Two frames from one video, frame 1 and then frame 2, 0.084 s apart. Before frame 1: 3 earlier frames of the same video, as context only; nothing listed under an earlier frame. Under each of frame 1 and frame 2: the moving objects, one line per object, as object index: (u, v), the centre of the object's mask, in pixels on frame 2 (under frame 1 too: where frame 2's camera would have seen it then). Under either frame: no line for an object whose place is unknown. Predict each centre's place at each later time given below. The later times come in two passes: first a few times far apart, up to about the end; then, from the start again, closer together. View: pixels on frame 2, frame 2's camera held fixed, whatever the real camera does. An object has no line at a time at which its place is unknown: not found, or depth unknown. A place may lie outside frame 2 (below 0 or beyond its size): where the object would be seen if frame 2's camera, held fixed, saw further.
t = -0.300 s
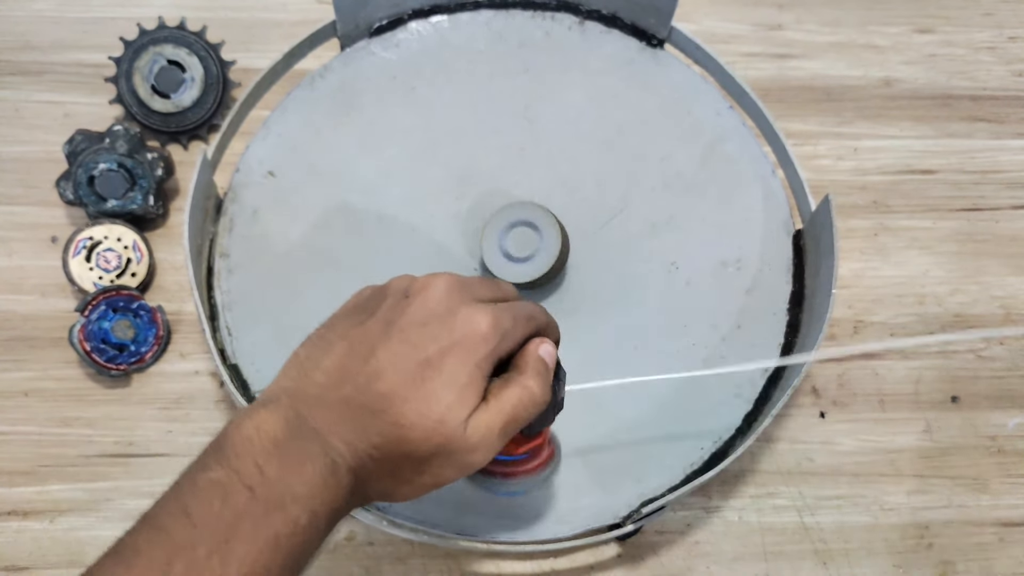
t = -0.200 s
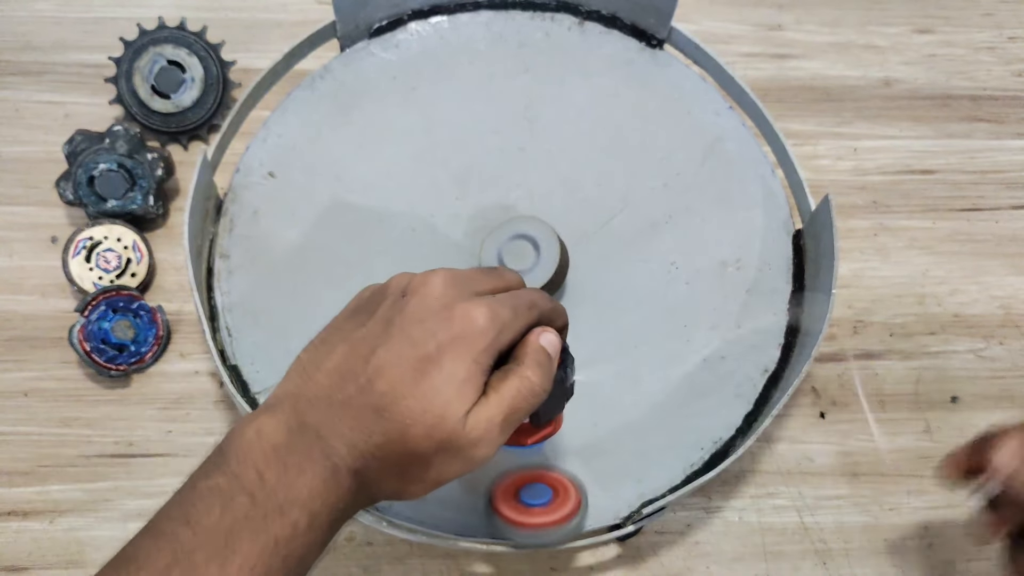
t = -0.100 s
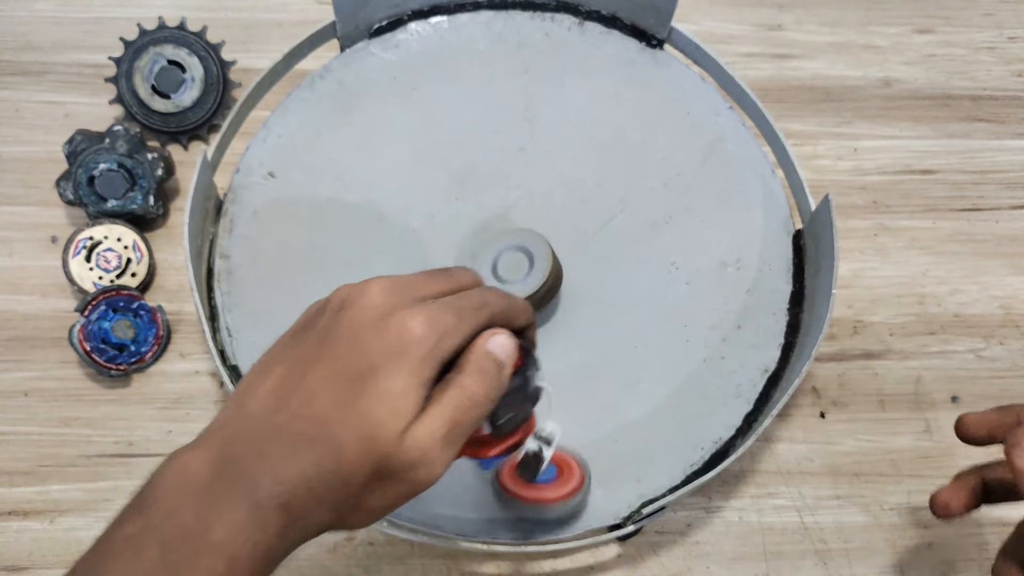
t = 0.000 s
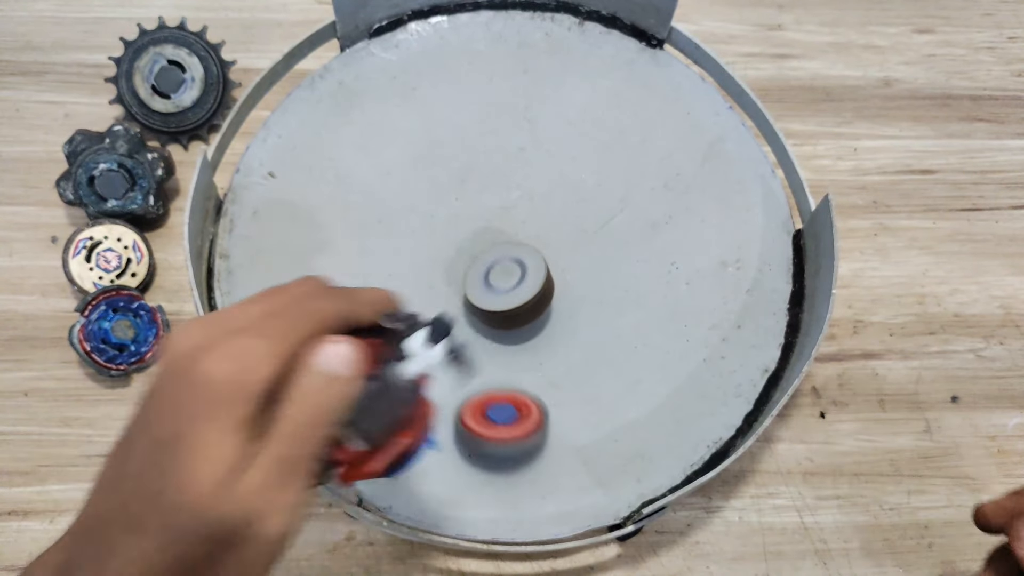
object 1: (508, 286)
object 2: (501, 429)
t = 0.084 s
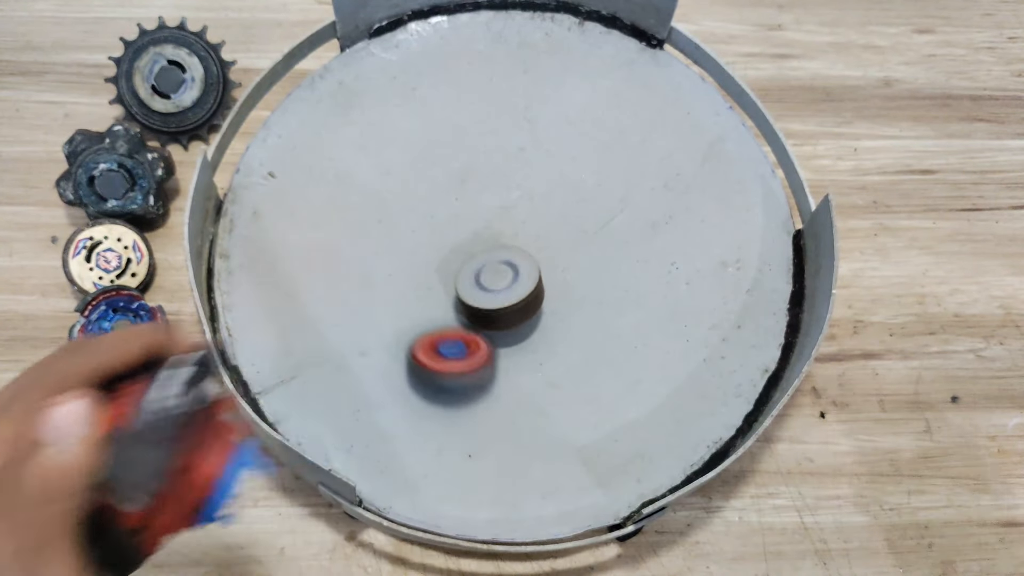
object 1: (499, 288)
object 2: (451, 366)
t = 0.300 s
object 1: (497, 251)
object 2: (271, 249)
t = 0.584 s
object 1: (560, 273)
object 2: (319, 138)
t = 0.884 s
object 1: (734, 351)
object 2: (509, 218)
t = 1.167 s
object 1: (566, 359)
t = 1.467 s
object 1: (430, 197)
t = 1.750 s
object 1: (322, 187)
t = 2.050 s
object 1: (432, 250)
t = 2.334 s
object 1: (445, 278)
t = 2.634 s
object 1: (446, 255)
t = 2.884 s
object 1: (448, 259)
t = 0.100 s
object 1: (497, 286)
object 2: (440, 353)
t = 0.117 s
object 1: (498, 284)
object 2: (425, 343)
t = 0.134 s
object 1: (501, 278)
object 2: (409, 334)
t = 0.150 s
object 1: (501, 274)
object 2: (391, 326)
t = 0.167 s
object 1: (502, 272)
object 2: (374, 318)
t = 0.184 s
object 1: (502, 268)
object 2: (359, 310)
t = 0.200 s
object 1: (503, 265)
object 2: (343, 301)
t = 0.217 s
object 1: (503, 260)
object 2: (329, 292)
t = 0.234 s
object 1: (502, 259)
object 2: (315, 284)
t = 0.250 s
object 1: (502, 255)
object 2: (303, 274)
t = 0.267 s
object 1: (500, 254)
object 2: (292, 265)
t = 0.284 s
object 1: (500, 252)
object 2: (281, 256)
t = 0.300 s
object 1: (497, 251)
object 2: (271, 249)
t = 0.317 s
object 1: (497, 250)
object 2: (262, 243)
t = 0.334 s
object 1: (494, 248)
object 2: (256, 238)
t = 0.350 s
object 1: (493, 248)
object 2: (262, 233)
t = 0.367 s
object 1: (491, 244)
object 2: (271, 230)
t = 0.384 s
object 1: (489, 244)
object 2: (281, 227)
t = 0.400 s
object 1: (489, 241)
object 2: (291, 225)
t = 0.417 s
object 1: (486, 240)
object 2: (302, 224)
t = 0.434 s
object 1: (487, 239)
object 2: (315, 223)
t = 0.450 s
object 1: (485, 237)
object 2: (328, 219)
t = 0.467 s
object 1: (485, 237)
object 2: (342, 218)
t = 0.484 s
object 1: (484, 234)
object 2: (356, 218)
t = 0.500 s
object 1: (484, 233)
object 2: (371, 218)
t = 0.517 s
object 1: (484, 231)
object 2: (386, 220)
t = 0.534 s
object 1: (484, 231)
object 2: (400, 222)
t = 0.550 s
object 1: (507, 242)
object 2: (375, 194)
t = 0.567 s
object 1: (534, 260)
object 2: (348, 166)
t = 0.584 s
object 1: (560, 273)
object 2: (319, 138)
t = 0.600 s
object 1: (587, 288)
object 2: (299, 117)
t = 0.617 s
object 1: (610, 298)
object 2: (315, 120)
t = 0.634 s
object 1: (635, 311)
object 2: (337, 127)
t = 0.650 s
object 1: (658, 320)
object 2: (359, 136)
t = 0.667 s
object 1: (678, 331)
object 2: (381, 147)
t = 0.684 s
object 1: (696, 340)
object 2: (405, 159)
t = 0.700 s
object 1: (714, 351)
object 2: (429, 172)
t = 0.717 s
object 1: (728, 357)
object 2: (452, 186)
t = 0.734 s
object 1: (735, 354)
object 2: (475, 201)
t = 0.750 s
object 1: (731, 350)
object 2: (498, 217)
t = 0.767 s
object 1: (729, 344)
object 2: (518, 233)
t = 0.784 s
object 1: (723, 343)
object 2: (538, 247)
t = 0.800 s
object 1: (717, 336)
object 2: (557, 261)
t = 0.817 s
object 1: (710, 332)
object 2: (575, 274)
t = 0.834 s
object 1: (704, 326)
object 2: (593, 288)
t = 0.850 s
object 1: (698, 325)
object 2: (609, 303)
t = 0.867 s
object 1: (729, 355)
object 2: (565, 264)
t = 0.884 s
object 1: (734, 351)
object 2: (509, 218)
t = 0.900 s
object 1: (733, 367)
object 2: (463, 166)
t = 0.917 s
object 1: (721, 367)
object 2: (418, 116)
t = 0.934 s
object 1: (718, 376)
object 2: (368, 67)
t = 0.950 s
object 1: (703, 385)
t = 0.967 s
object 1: (697, 383)
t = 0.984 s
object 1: (690, 380)
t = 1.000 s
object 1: (680, 379)
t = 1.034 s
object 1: (656, 384)
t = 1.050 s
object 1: (646, 384)
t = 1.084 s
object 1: (624, 380)
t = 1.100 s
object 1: (611, 377)
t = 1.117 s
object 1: (601, 373)
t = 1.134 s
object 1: (590, 367)
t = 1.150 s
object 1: (577, 364)
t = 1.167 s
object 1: (566, 359)
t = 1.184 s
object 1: (556, 354)
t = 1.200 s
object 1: (546, 348)
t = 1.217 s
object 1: (537, 341)
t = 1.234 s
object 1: (527, 336)
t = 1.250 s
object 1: (520, 326)
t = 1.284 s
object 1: (504, 311)
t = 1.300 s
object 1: (497, 302)
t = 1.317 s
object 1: (491, 292)
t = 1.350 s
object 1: (477, 271)
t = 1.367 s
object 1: (471, 261)
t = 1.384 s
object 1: (465, 249)
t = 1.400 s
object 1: (457, 239)
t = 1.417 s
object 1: (451, 227)
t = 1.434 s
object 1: (443, 216)
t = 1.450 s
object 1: (436, 206)
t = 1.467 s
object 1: (430, 197)
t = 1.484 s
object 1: (422, 188)
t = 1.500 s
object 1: (413, 180)
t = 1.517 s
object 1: (405, 173)
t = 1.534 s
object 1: (397, 167)
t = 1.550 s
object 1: (390, 163)
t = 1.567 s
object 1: (382, 160)
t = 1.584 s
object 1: (374, 158)
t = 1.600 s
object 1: (367, 158)
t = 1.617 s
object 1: (360, 158)
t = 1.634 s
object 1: (354, 160)
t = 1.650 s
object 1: (348, 163)
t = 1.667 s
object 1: (343, 165)
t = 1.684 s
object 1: (338, 168)
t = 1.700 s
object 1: (335, 173)
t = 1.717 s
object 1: (331, 178)
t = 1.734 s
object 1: (327, 184)
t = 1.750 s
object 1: (322, 187)
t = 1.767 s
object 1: (319, 194)
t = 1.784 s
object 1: (316, 201)
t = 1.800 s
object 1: (316, 212)
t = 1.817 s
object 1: (316, 218)
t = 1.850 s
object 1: (324, 240)
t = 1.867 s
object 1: (331, 250)
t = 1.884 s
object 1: (342, 259)
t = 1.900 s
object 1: (353, 265)
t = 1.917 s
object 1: (365, 268)
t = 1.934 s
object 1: (376, 266)
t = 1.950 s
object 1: (388, 264)
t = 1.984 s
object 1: (408, 261)
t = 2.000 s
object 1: (416, 258)
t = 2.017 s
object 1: (422, 255)
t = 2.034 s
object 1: (427, 252)
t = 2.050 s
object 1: (432, 250)
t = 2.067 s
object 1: (436, 249)
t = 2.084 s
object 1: (439, 250)
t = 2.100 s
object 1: (441, 250)
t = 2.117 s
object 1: (443, 251)
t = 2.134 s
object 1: (444, 253)
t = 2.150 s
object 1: (446, 255)
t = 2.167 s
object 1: (447, 258)
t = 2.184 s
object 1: (448, 261)
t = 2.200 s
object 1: (449, 264)
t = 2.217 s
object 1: (449, 266)
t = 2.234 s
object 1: (449, 269)
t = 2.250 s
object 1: (448, 271)
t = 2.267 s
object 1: (448, 273)
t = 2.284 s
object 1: (447, 275)
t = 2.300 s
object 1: (446, 277)
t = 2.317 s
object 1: (446, 278)
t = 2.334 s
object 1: (445, 278)
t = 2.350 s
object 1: (445, 279)
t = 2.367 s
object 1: (445, 279)
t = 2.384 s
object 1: (445, 279)
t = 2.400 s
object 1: (445, 279)
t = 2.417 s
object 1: (445, 278)
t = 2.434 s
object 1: (445, 278)
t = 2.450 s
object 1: (446, 277)
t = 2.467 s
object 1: (447, 275)
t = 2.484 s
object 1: (448, 273)
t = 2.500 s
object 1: (448, 271)
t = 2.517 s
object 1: (449, 269)
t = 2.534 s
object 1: (449, 267)
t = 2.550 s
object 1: (449, 264)
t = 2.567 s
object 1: (449, 262)
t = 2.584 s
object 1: (448, 260)
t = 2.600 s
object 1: (448, 258)
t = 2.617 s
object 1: (447, 256)
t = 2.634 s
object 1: (446, 255)
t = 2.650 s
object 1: (446, 254)
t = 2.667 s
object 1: (445, 253)
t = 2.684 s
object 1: (445, 252)
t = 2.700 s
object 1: (444, 252)
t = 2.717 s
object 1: (444, 252)
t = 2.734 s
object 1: (444, 252)
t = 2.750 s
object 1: (444, 252)
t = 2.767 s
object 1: (444, 252)
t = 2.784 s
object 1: (445, 252)
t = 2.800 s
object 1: (445, 253)
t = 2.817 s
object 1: (446, 254)
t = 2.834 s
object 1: (446, 255)
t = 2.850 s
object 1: (447, 256)
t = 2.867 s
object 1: (448, 257)
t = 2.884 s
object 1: (448, 259)
